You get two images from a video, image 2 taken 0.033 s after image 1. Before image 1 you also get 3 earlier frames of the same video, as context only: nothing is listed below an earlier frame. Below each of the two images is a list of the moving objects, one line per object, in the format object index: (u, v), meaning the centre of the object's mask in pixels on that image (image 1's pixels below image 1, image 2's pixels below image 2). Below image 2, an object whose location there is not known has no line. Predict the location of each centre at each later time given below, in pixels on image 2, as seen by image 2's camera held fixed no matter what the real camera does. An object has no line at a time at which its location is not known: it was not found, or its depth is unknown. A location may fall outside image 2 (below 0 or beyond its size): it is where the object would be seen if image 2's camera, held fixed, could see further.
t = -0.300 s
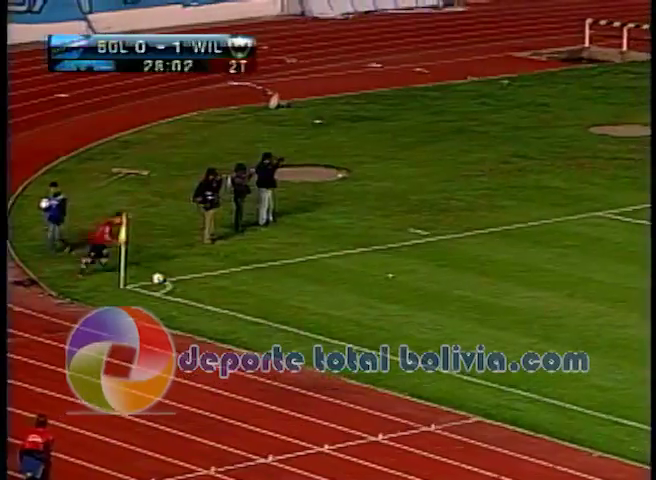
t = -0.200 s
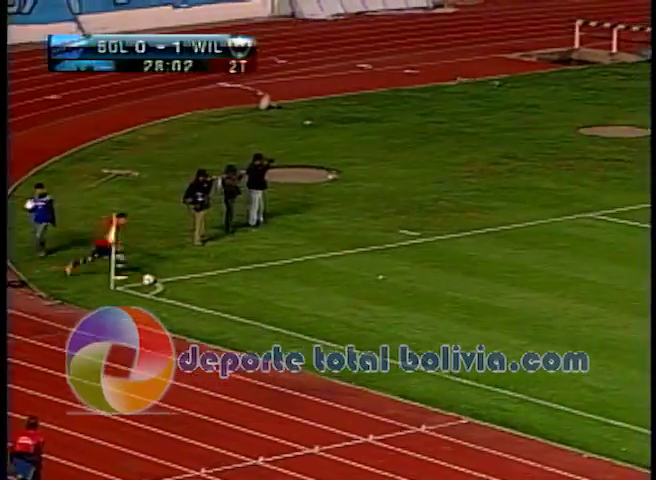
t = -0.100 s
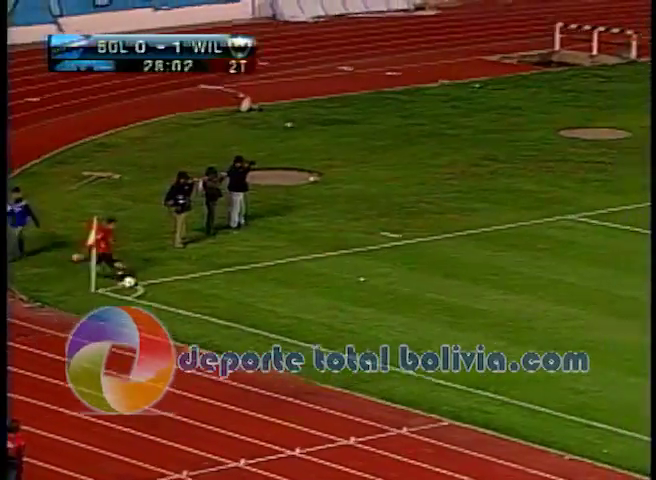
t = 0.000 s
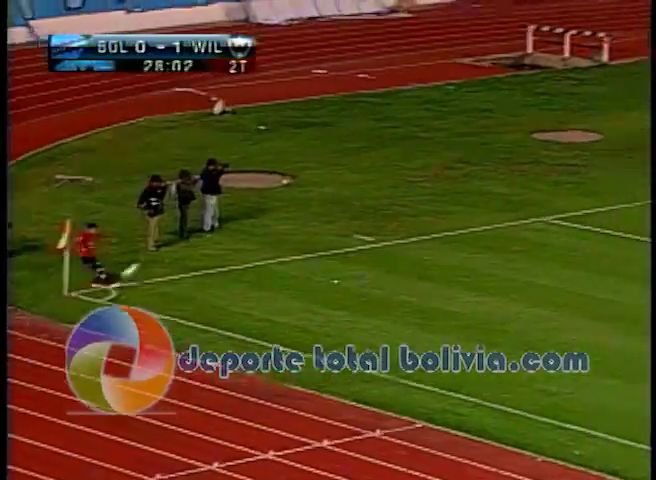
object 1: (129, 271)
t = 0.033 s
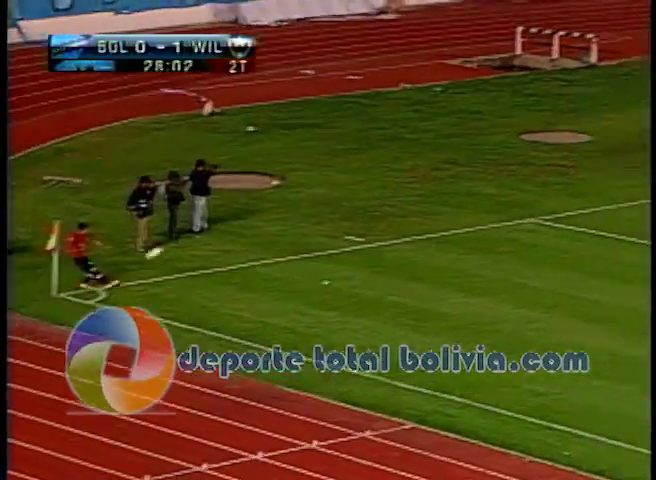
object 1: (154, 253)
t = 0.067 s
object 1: (188, 235)
